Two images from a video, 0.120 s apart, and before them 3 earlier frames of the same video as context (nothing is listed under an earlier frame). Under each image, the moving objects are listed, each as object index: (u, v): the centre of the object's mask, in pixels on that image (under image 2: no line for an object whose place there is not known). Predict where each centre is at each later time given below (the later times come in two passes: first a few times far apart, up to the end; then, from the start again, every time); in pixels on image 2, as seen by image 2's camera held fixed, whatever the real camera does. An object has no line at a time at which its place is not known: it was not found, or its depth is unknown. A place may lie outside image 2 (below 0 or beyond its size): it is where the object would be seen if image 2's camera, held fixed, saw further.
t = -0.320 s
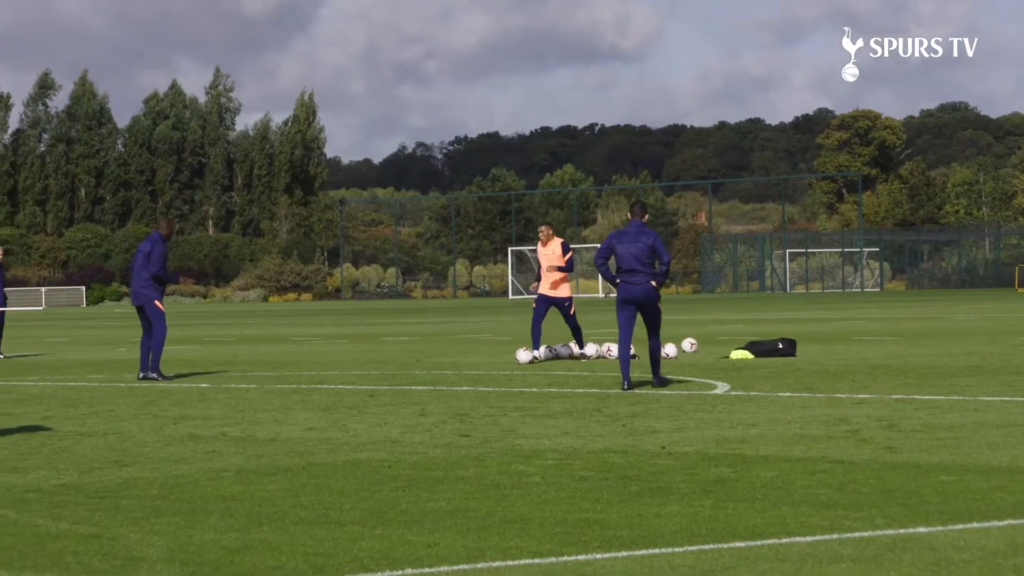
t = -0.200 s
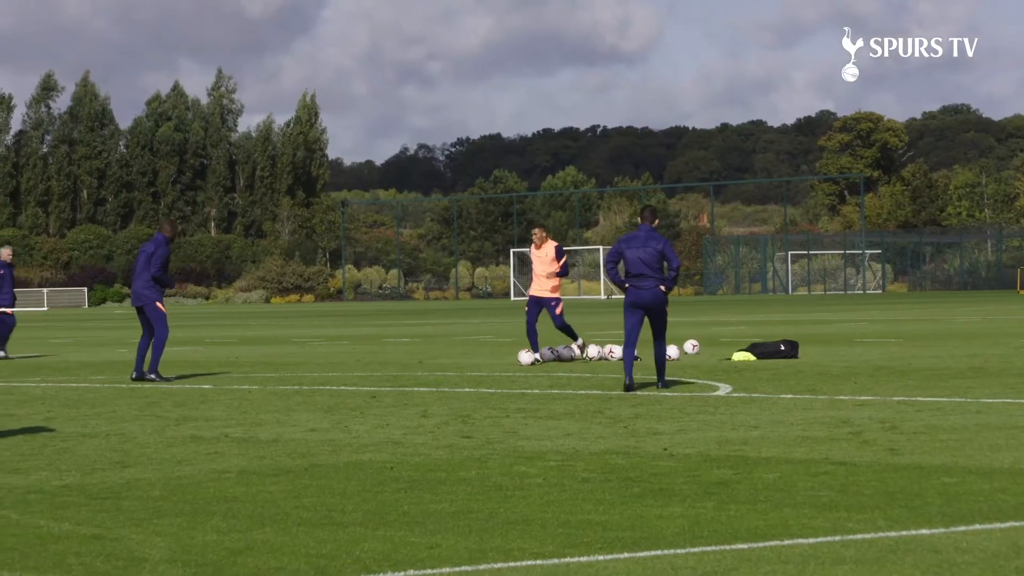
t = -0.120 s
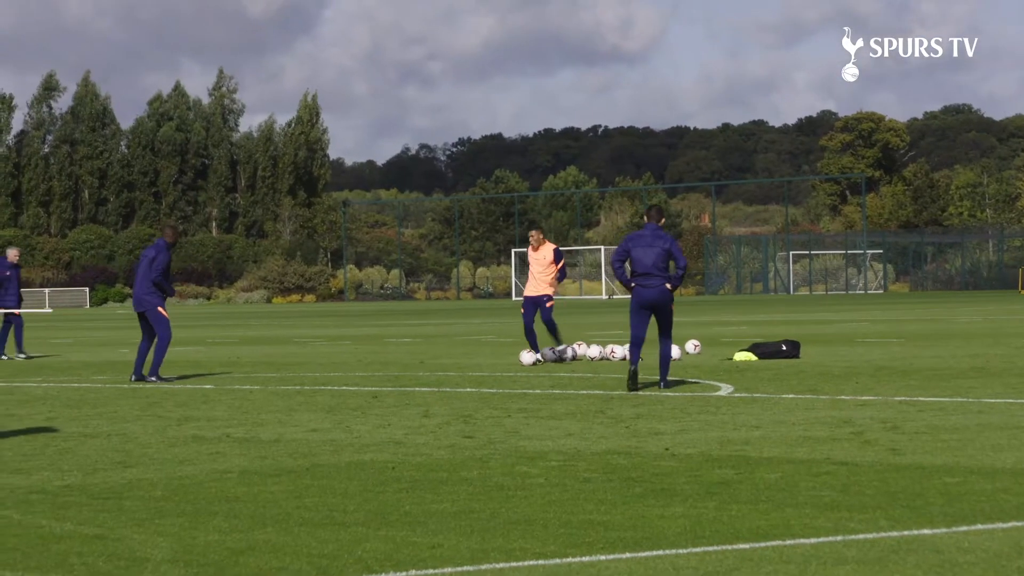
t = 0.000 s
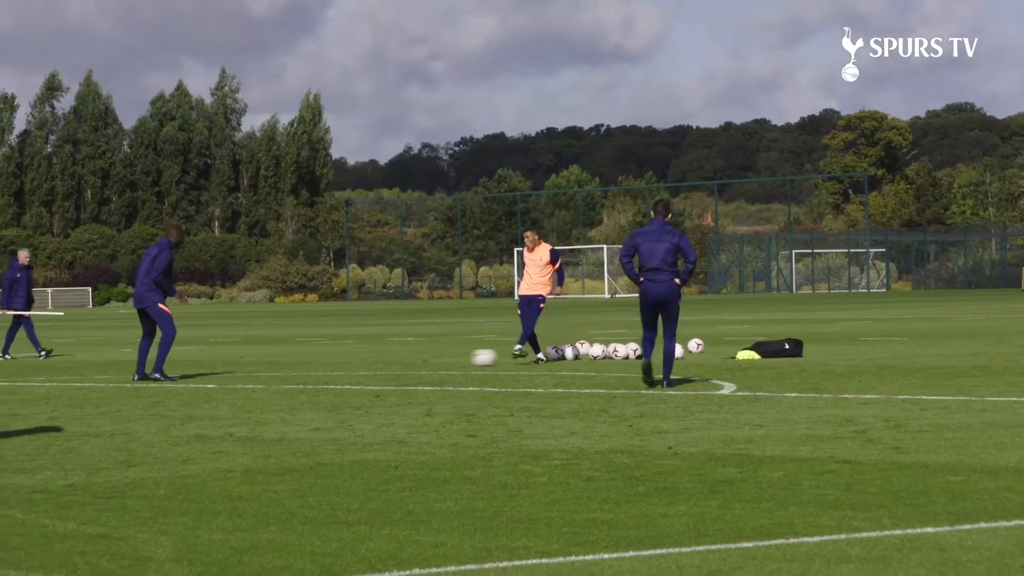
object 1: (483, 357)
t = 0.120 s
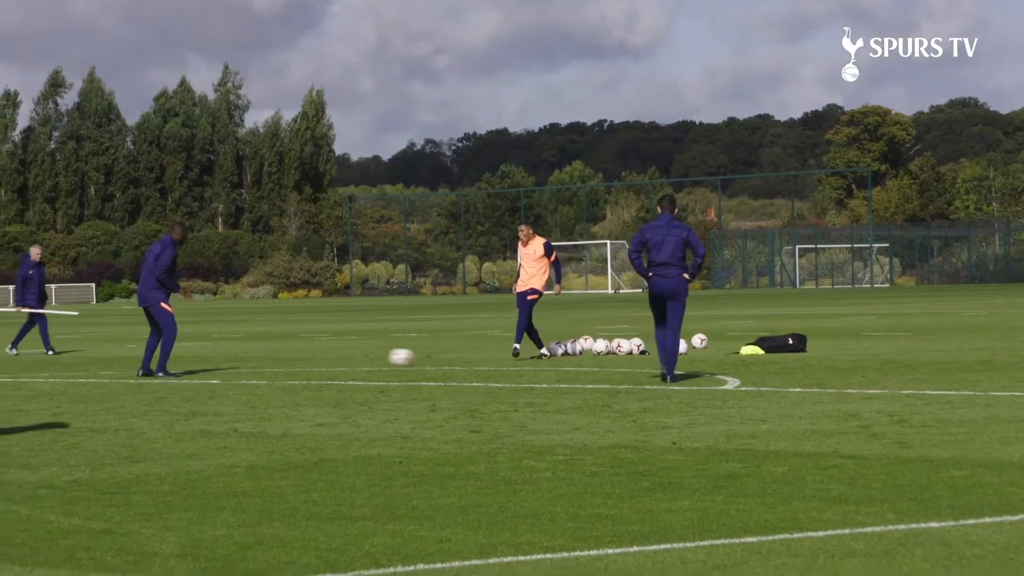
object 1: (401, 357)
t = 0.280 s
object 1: (296, 362)
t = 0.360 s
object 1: (248, 364)
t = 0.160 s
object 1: (374, 358)
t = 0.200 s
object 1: (347, 359)
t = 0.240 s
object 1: (320, 362)
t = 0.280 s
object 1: (296, 362)
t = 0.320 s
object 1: (272, 363)
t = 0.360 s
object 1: (248, 364)
